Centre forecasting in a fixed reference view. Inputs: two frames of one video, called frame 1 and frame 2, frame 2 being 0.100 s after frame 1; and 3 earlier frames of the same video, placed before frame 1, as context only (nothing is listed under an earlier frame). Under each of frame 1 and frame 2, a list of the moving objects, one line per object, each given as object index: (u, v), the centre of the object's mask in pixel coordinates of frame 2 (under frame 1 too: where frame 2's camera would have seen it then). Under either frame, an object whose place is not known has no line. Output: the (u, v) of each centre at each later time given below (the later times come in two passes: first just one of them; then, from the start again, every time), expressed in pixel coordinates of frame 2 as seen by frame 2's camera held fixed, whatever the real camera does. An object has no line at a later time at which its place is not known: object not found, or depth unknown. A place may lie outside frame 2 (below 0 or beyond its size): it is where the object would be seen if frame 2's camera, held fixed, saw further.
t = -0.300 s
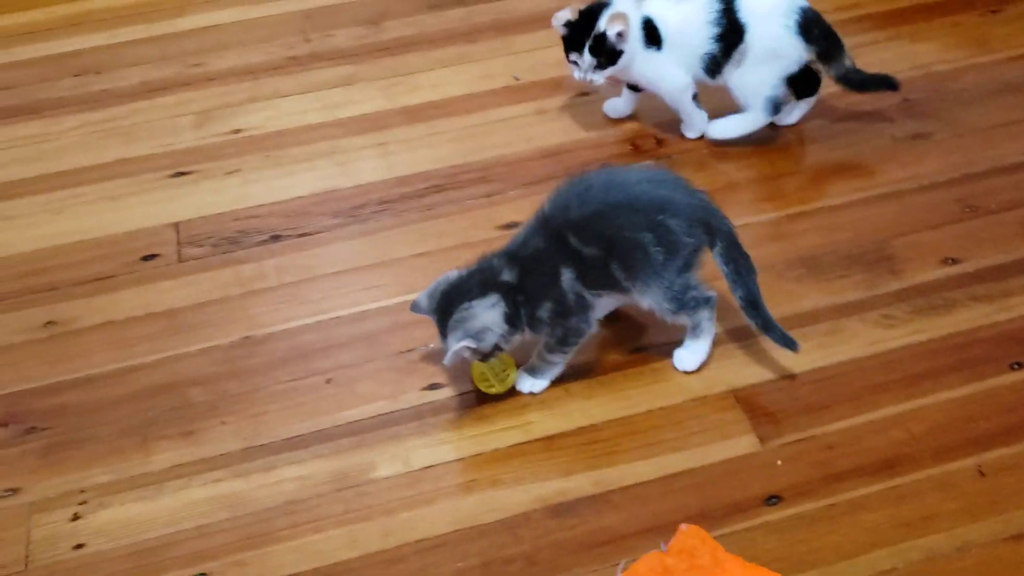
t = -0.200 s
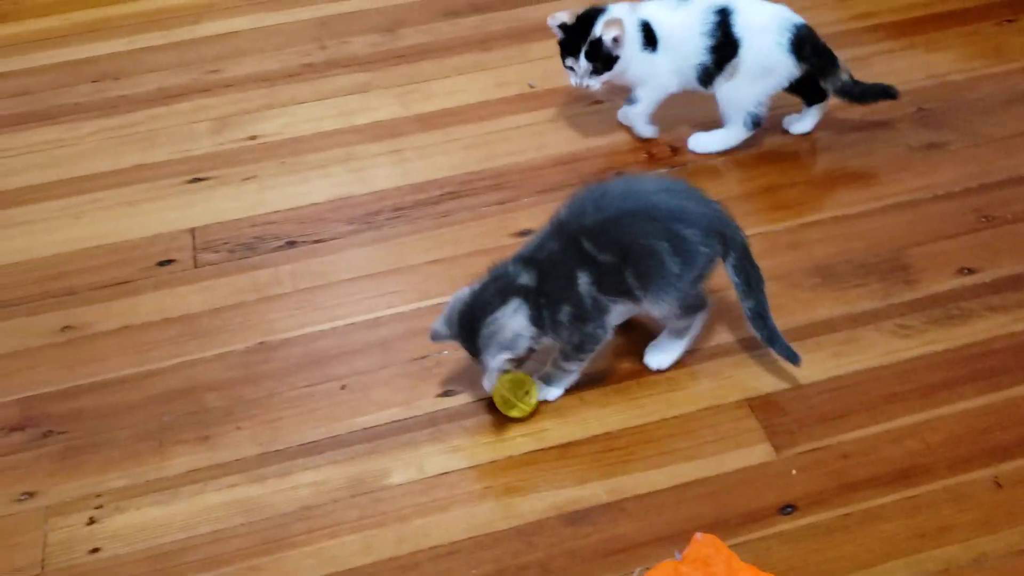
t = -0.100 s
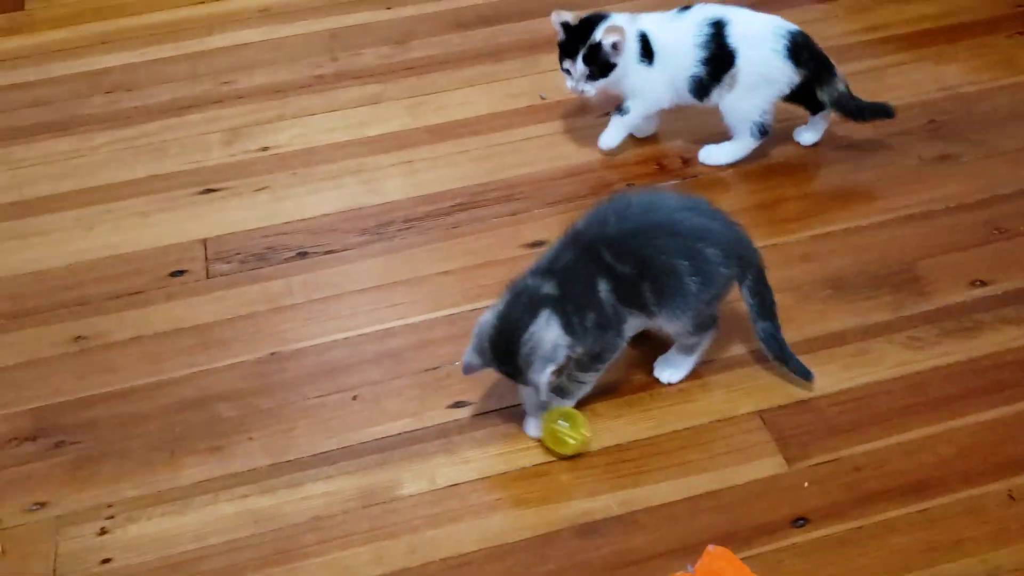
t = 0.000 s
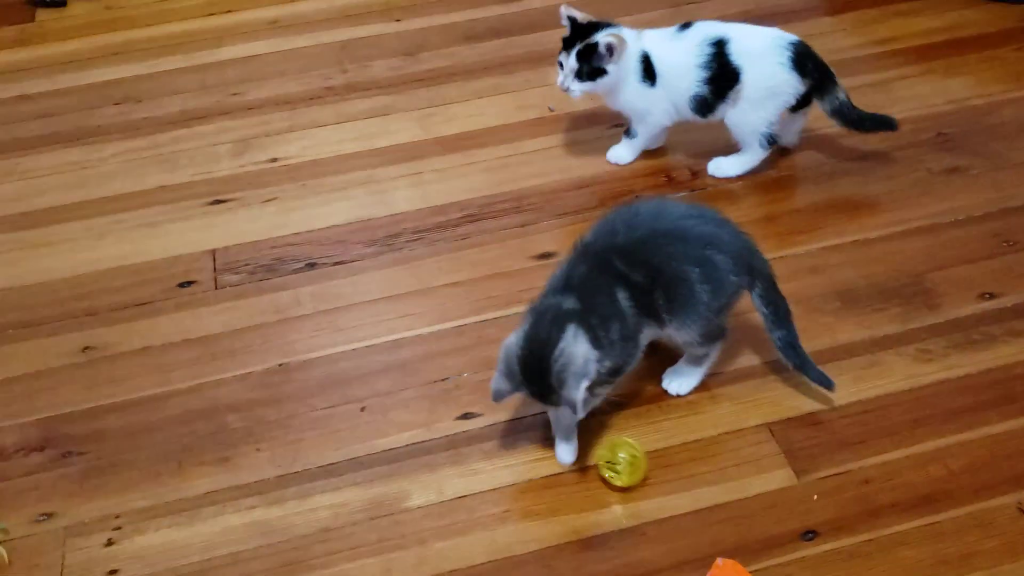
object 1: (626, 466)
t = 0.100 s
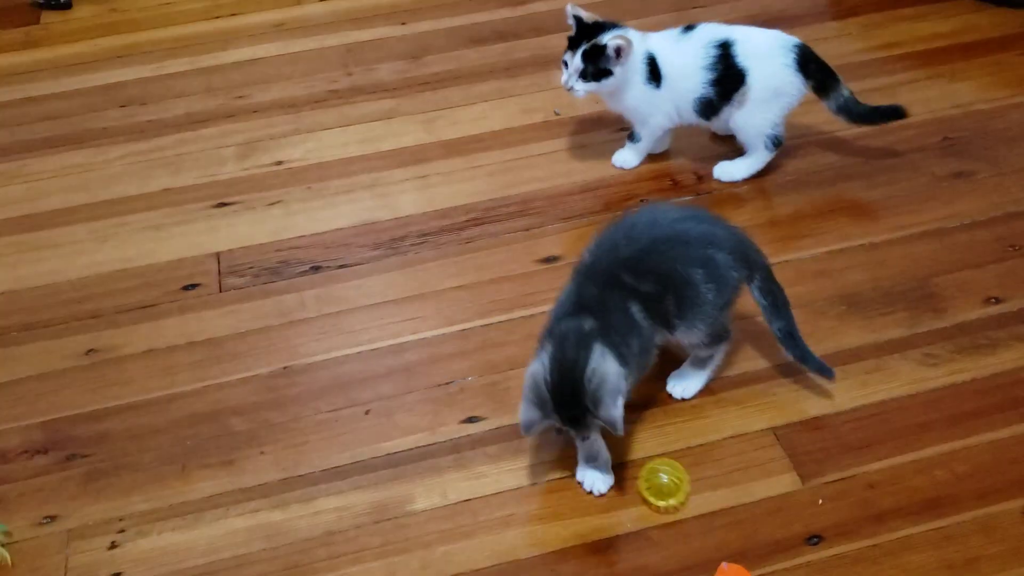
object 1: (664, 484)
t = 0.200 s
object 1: (701, 499)
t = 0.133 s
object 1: (675, 488)
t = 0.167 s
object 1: (688, 493)
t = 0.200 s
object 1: (701, 499)
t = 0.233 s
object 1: (713, 505)
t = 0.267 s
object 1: (726, 511)
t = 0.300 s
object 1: (737, 517)
